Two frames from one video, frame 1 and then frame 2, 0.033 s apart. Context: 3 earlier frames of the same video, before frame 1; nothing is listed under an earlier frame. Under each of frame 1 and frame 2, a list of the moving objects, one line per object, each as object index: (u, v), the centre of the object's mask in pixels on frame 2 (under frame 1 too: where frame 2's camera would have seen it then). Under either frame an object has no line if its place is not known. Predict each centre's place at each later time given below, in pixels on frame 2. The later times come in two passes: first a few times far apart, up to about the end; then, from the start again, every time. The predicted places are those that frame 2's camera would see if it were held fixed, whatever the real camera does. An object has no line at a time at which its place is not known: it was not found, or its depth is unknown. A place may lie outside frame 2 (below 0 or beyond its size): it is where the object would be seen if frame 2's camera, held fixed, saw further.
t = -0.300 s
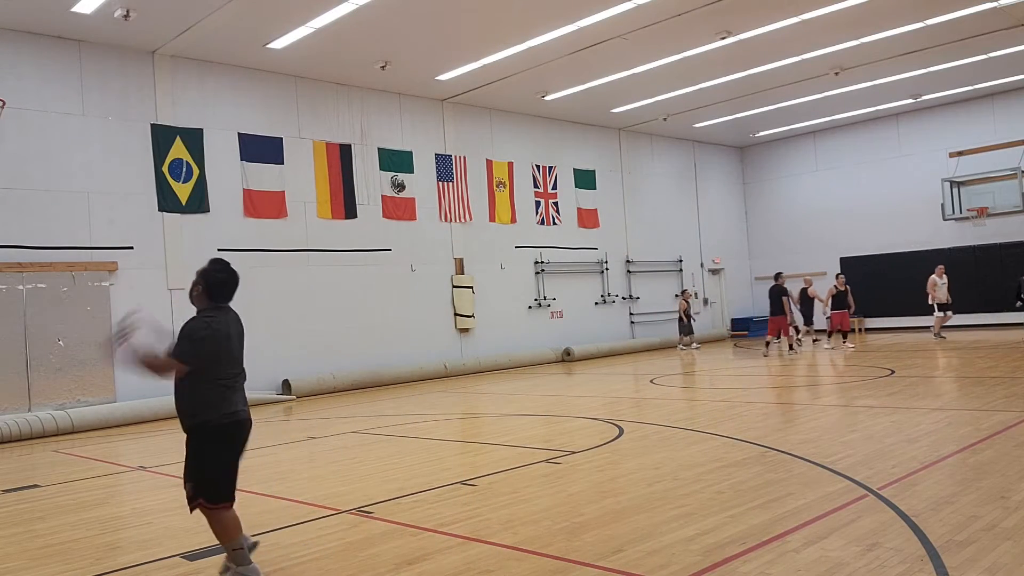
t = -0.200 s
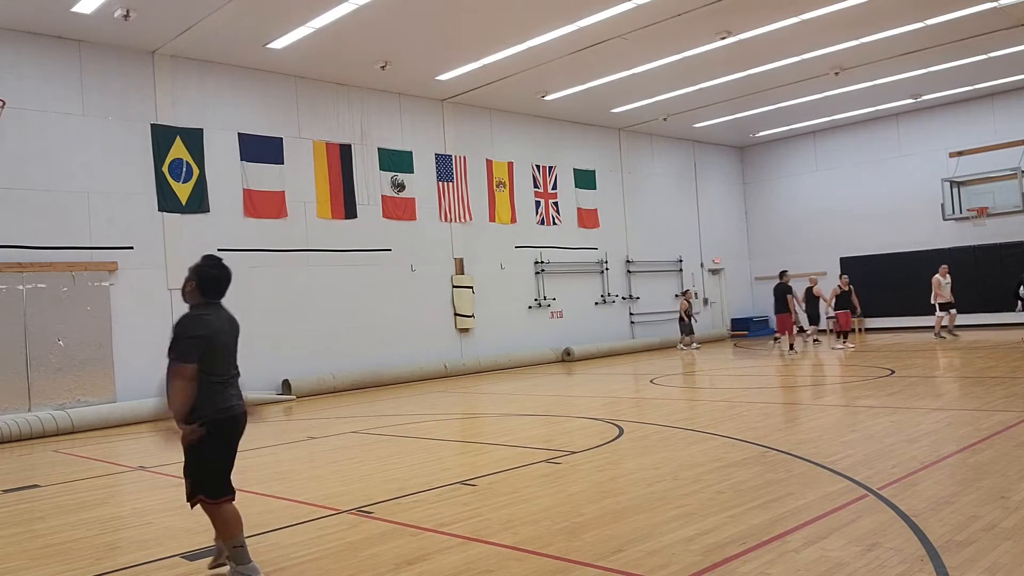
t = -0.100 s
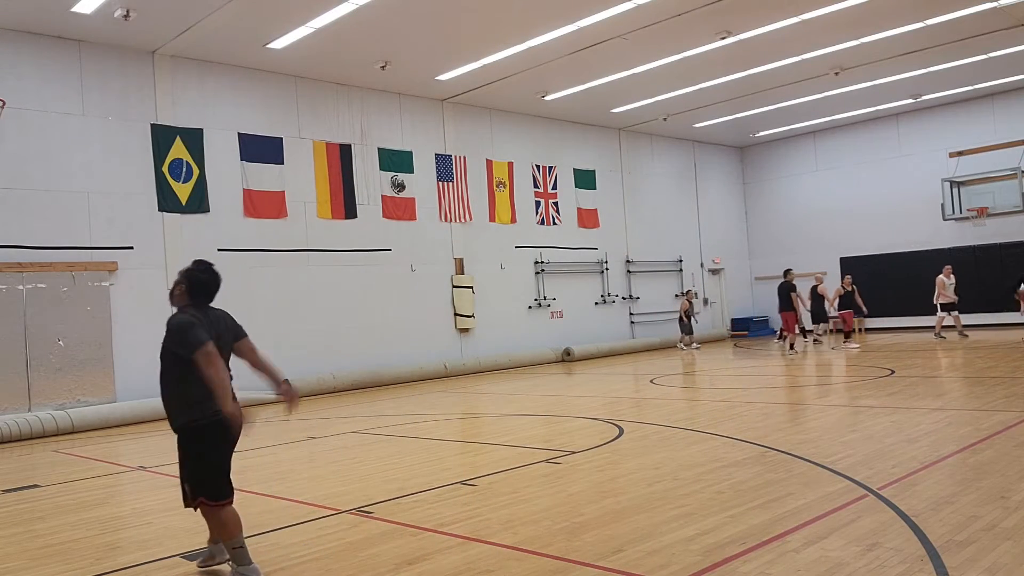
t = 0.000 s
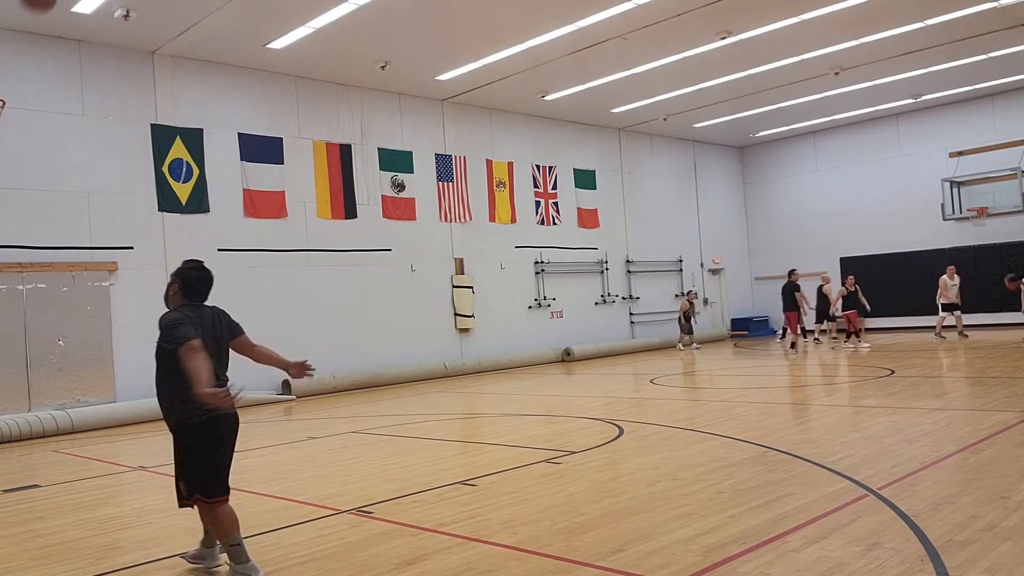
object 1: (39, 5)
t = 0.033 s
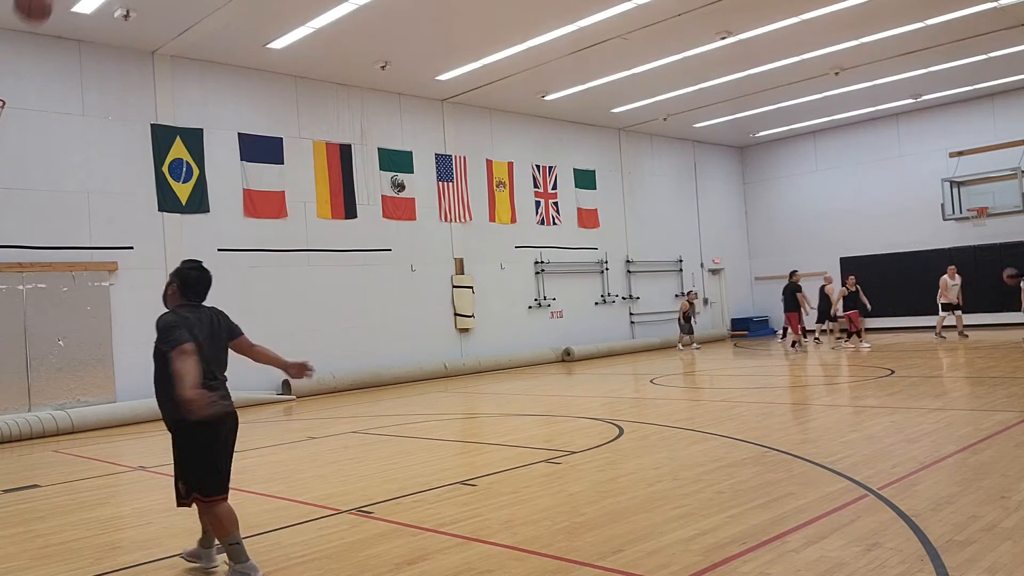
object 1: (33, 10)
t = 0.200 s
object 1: (15, 80)
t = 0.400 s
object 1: (47, 89)
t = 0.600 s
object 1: (87, 134)
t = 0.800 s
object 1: (127, 222)
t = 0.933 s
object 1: (152, 304)
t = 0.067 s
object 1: (28, 18)
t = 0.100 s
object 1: (24, 32)
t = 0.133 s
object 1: (20, 47)
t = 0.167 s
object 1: (17, 64)
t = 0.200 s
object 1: (15, 80)
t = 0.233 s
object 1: (15, 89)
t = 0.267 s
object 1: (20, 86)
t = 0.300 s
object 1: (27, 85)
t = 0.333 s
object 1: (33, 85)
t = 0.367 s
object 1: (40, 86)
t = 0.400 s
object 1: (47, 89)
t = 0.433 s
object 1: (54, 94)
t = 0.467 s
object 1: (60, 99)
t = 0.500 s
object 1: (67, 106)
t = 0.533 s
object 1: (74, 114)
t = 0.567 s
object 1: (80, 123)
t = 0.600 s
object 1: (87, 134)
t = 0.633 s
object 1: (94, 145)
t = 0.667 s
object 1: (100, 158)
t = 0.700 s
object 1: (107, 173)
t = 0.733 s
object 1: (114, 189)
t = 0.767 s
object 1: (120, 205)
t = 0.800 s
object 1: (127, 222)
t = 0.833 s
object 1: (133, 242)
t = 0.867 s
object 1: (140, 263)
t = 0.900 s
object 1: (146, 282)
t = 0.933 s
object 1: (152, 304)
